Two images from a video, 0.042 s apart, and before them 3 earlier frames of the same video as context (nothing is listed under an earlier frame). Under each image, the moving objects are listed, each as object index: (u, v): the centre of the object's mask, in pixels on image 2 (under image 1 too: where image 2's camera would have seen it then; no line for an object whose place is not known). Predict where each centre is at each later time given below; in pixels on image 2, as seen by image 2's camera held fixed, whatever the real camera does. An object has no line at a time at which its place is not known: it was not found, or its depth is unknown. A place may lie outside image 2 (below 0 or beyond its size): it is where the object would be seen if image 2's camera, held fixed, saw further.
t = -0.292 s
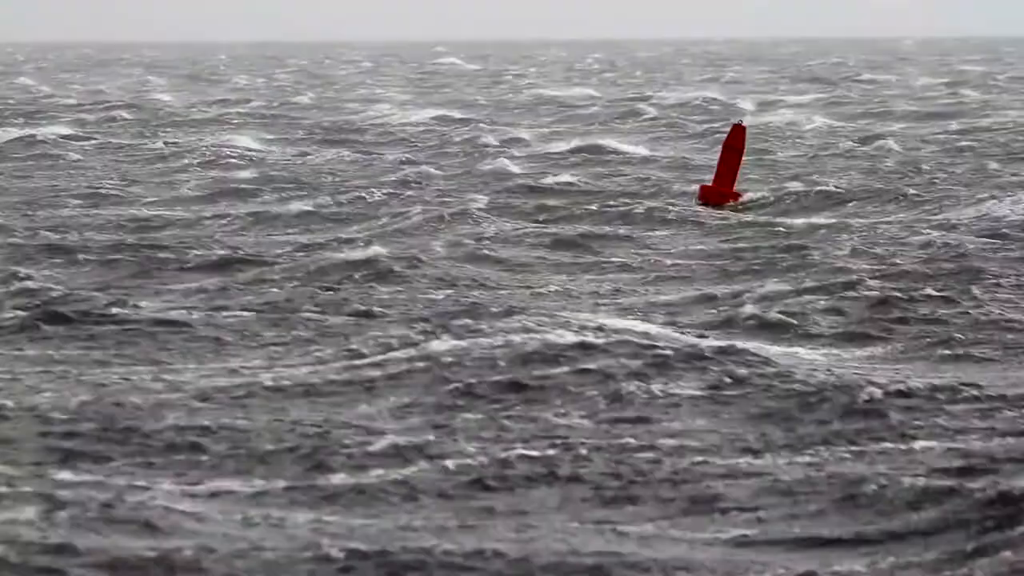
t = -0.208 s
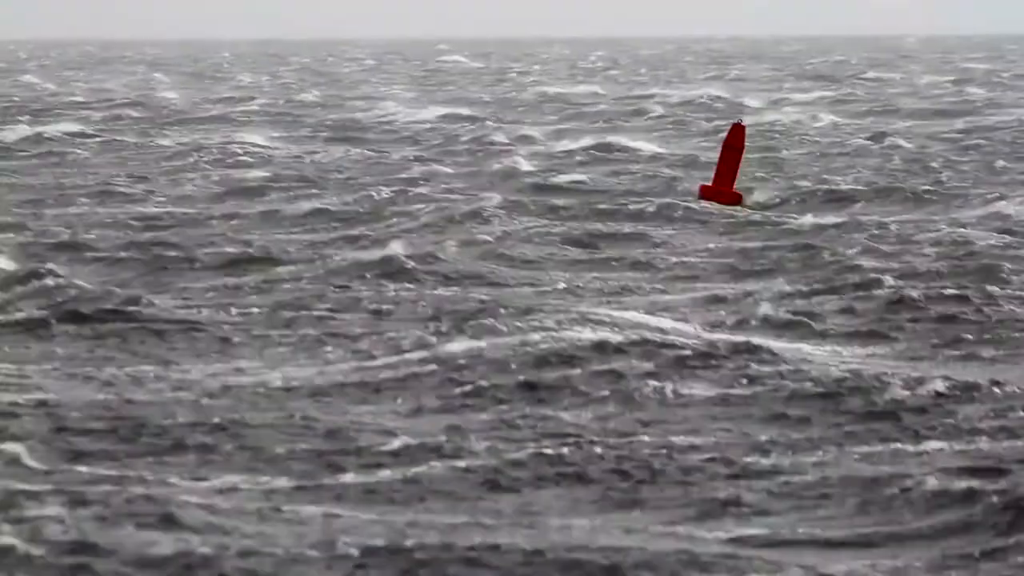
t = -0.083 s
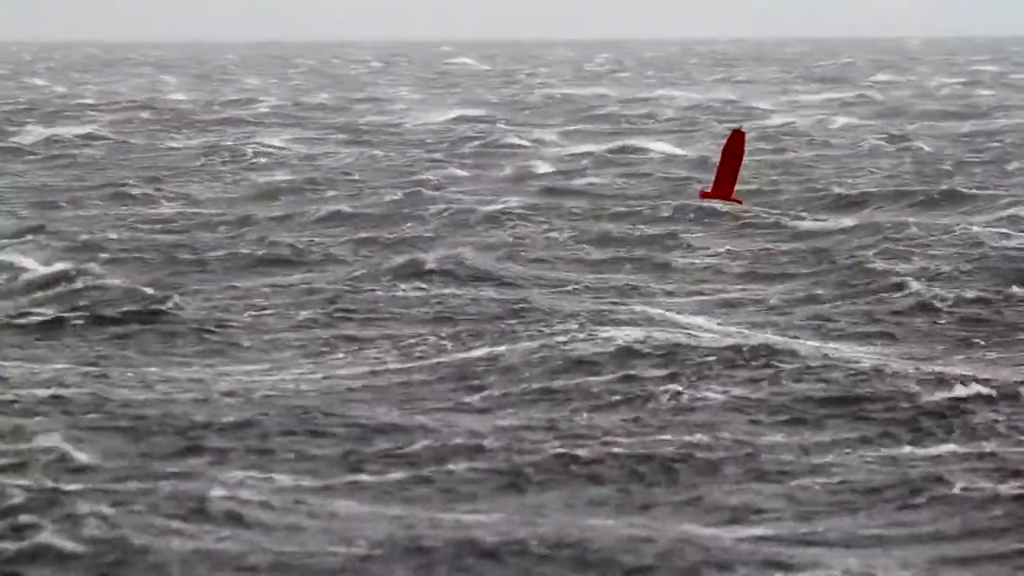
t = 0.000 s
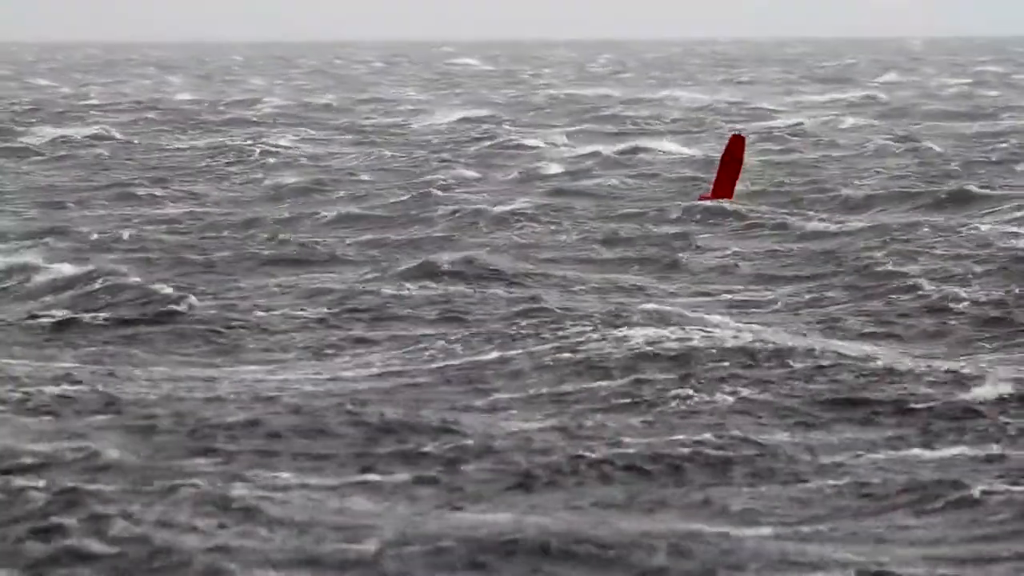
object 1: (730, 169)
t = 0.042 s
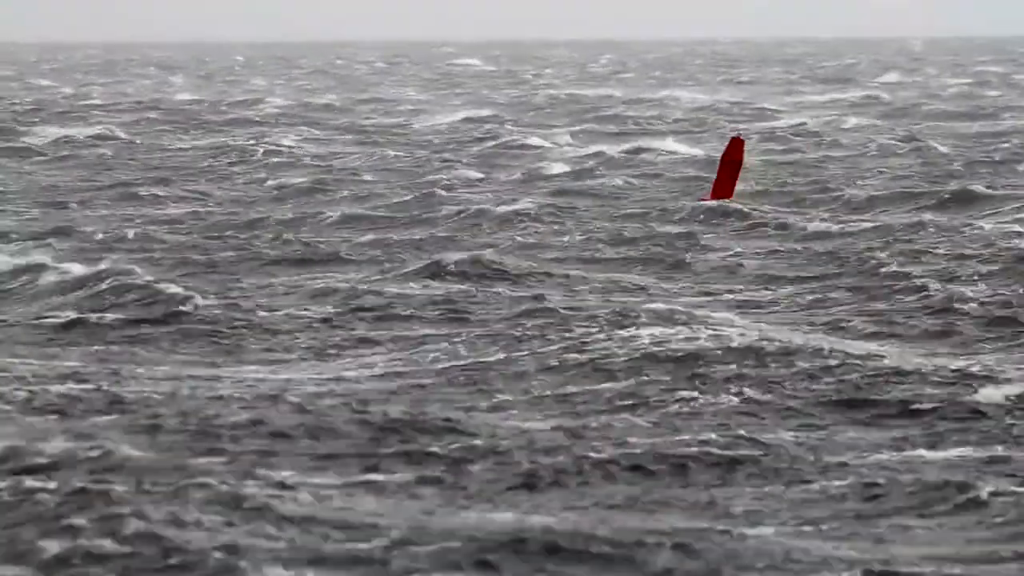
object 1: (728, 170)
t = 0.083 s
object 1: (724, 171)
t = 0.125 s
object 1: (721, 172)
